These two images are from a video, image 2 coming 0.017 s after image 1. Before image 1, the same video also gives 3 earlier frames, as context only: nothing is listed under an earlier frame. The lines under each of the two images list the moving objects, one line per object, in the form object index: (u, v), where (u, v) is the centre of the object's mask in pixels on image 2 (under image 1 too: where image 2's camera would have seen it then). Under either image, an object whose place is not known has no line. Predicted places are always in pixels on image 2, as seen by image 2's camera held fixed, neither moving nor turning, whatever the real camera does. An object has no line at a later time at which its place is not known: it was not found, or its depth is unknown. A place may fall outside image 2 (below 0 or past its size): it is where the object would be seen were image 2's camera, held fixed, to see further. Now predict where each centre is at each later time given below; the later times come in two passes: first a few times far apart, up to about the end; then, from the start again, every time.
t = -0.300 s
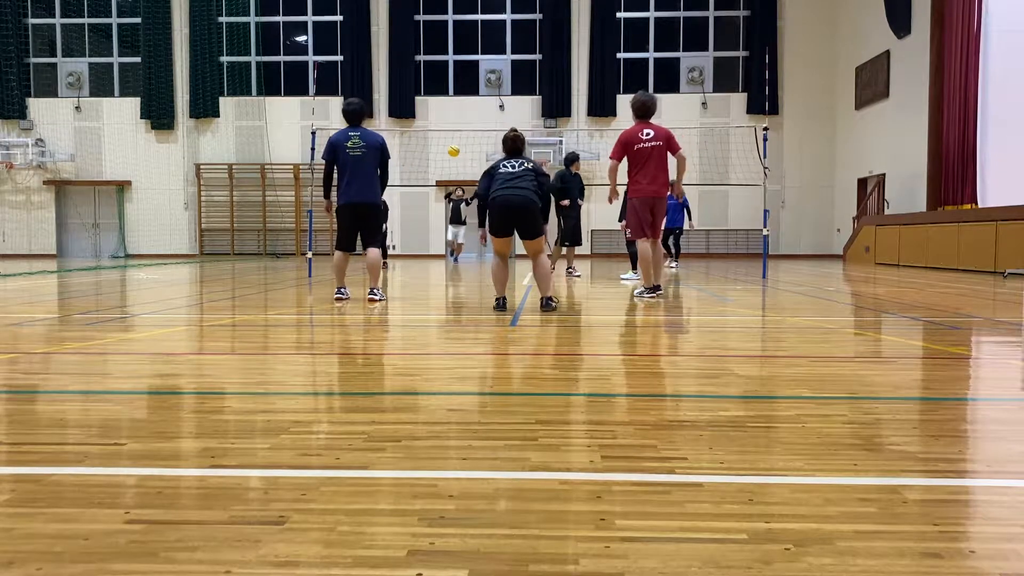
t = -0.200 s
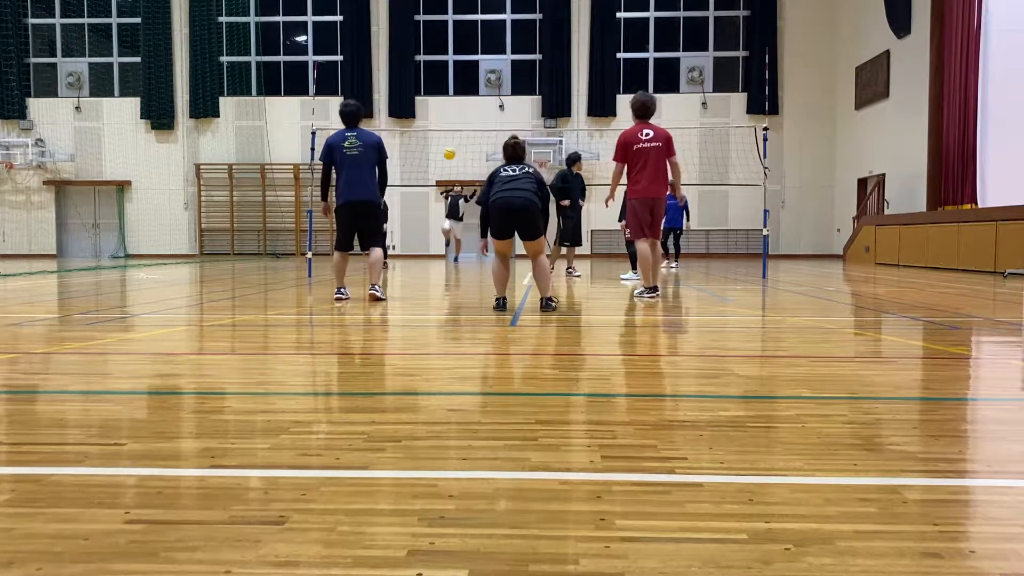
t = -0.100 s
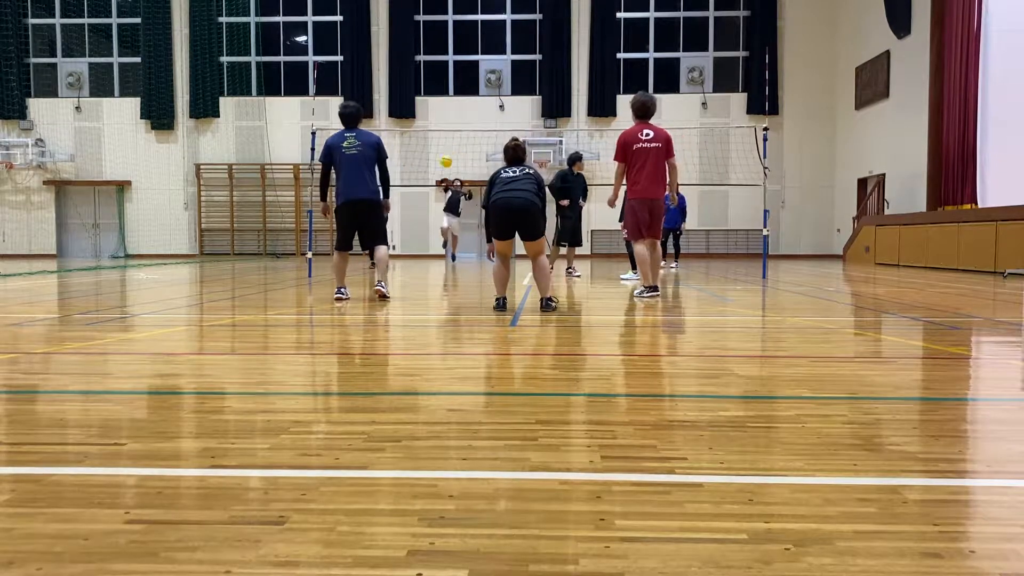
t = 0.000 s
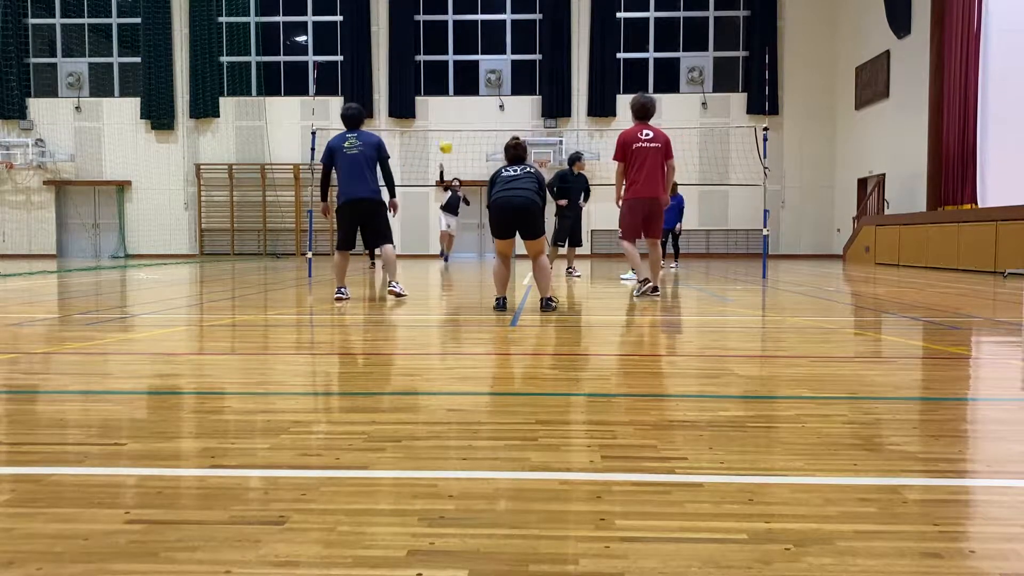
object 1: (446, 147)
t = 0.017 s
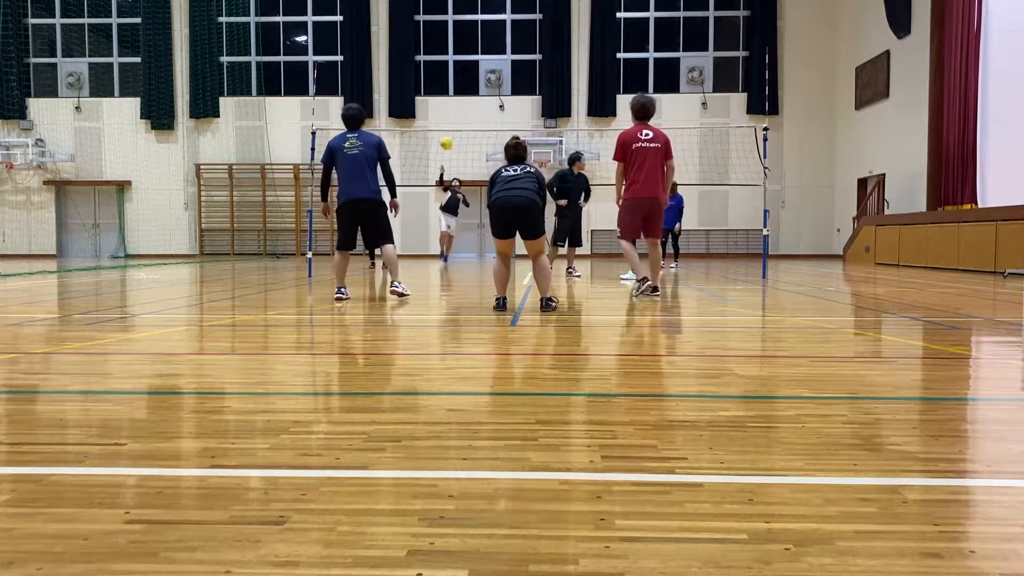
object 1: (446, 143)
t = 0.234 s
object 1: (450, 102)
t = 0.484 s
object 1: (468, 79)
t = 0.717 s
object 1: (509, 90)
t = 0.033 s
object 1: (446, 139)
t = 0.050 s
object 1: (446, 137)
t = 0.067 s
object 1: (447, 132)
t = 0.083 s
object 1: (447, 128)
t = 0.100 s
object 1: (446, 124)
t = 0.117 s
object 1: (447, 122)
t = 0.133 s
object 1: (447, 119)
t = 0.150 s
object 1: (447, 116)
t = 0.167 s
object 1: (448, 113)
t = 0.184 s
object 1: (448, 110)
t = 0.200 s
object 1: (448, 108)
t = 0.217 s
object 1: (449, 105)
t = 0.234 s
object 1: (450, 102)
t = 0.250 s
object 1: (450, 99)
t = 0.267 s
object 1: (451, 97)
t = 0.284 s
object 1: (451, 94)
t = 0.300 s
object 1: (452, 92)
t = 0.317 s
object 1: (453, 90)
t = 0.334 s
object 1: (454, 89)
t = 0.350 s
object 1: (455, 87)
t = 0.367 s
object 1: (456, 86)
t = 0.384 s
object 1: (458, 84)
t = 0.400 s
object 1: (459, 83)
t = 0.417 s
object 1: (461, 82)
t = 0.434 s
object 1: (462, 81)
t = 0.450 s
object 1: (464, 80)
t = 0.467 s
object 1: (466, 80)
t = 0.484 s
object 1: (468, 79)
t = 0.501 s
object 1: (470, 79)
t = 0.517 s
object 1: (473, 79)
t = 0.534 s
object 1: (475, 79)
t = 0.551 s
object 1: (478, 79)
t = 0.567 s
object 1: (481, 79)
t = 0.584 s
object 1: (483, 80)
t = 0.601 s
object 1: (486, 80)
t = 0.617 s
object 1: (489, 81)
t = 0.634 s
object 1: (492, 81)
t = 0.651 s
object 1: (495, 83)
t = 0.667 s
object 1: (498, 84)
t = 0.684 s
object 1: (502, 86)
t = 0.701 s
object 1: (506, 88)
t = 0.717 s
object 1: (509, 90)
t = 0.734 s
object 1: (514, 93)
